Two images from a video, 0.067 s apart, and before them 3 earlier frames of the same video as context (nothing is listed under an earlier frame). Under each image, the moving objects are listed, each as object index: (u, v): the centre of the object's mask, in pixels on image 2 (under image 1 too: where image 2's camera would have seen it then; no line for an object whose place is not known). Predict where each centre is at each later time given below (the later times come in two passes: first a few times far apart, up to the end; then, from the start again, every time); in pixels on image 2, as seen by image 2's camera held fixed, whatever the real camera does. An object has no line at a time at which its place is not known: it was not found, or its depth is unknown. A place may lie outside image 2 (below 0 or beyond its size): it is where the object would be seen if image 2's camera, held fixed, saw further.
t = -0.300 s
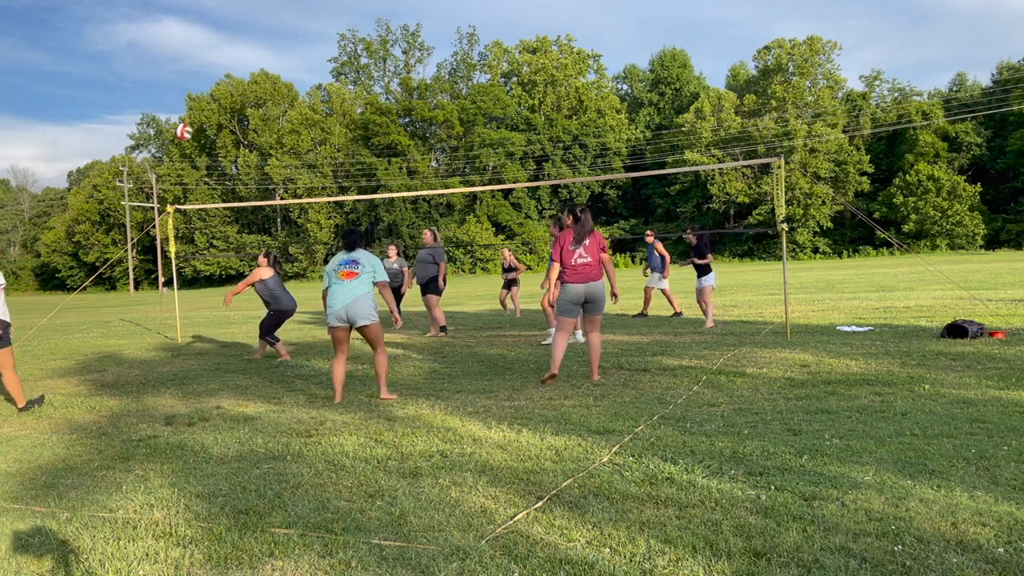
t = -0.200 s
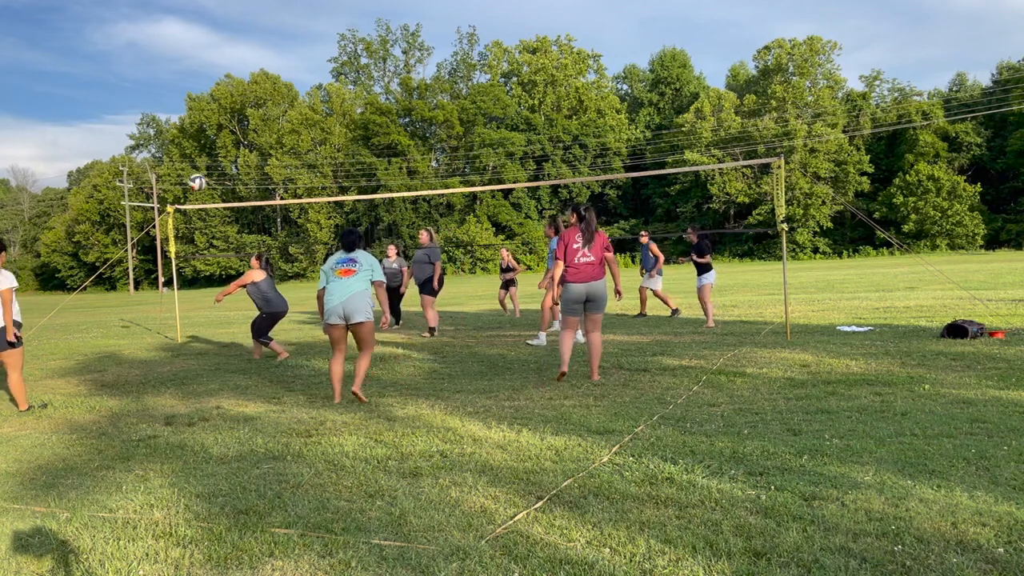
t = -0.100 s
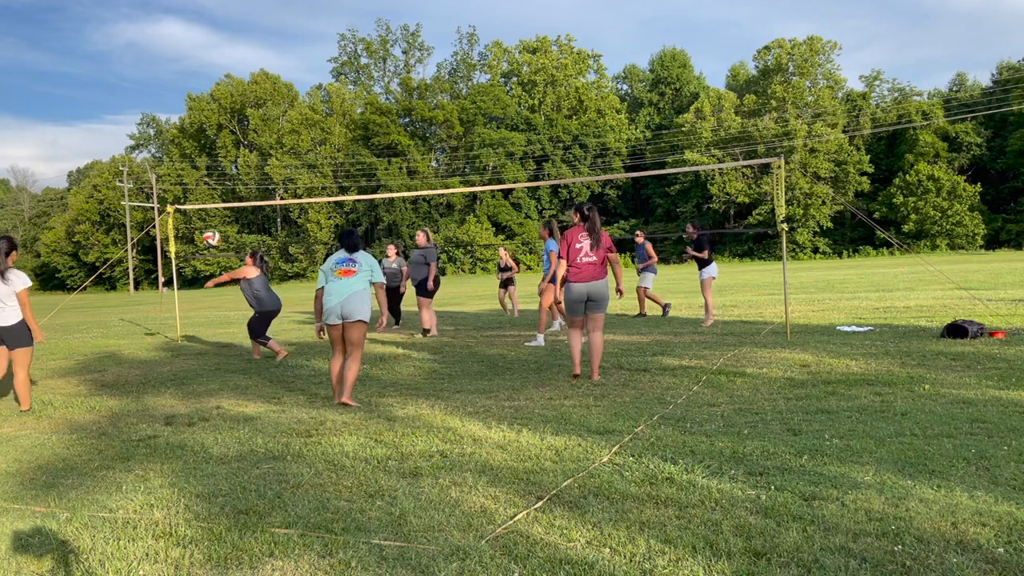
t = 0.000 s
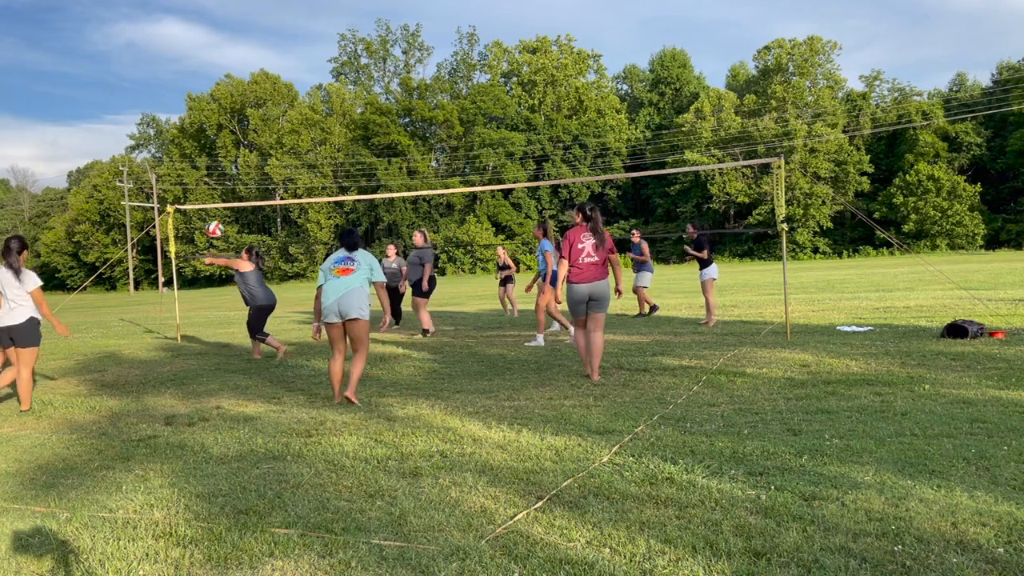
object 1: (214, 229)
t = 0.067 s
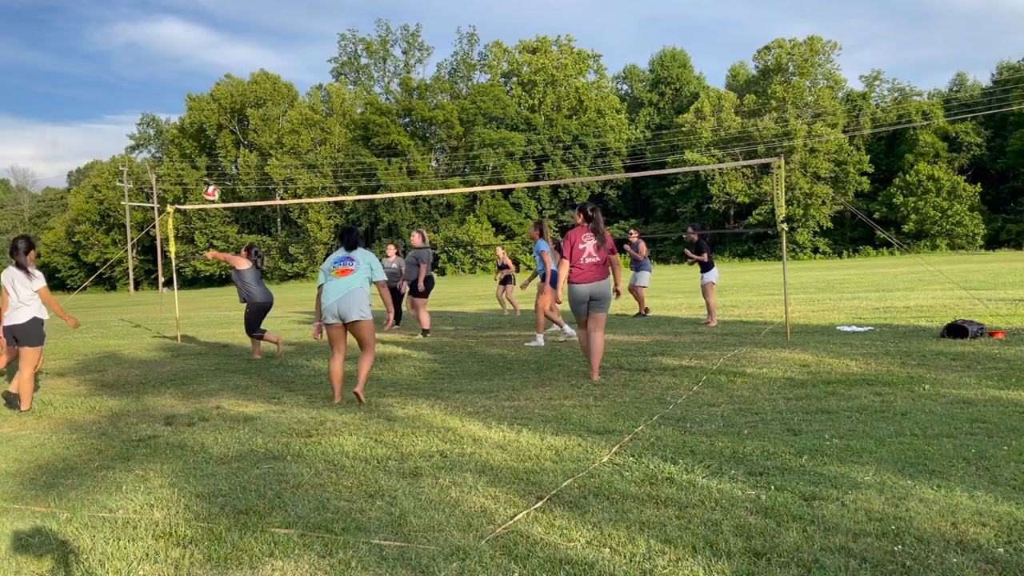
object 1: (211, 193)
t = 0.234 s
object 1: (206, 123)
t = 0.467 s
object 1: (203, 66)
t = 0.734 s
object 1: (205, 53)
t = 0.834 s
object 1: (207, 61)
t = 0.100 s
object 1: (210, 176)
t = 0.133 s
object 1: (209, 161)
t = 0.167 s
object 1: (208, 148)
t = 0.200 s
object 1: (207, 135)
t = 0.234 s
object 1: (206, 123)
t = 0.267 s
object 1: (205, 112)
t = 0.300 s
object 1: (205, 102)
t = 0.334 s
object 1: (205, 94)
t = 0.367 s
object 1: (204, 85)
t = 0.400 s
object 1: (203, 78)
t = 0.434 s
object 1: (203, 71)
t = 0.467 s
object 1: (203, 66)
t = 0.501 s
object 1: (203, 61)
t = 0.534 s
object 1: (203, 58)
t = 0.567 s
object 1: (203, 55)
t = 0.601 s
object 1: (203, 53)
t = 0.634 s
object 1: (204, 51)
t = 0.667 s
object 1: (204, 51)
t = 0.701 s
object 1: (205, 51)
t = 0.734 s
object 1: (205, 53)
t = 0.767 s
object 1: (205, 54)
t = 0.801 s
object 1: (206, 57)
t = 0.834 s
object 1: (207, 61)
